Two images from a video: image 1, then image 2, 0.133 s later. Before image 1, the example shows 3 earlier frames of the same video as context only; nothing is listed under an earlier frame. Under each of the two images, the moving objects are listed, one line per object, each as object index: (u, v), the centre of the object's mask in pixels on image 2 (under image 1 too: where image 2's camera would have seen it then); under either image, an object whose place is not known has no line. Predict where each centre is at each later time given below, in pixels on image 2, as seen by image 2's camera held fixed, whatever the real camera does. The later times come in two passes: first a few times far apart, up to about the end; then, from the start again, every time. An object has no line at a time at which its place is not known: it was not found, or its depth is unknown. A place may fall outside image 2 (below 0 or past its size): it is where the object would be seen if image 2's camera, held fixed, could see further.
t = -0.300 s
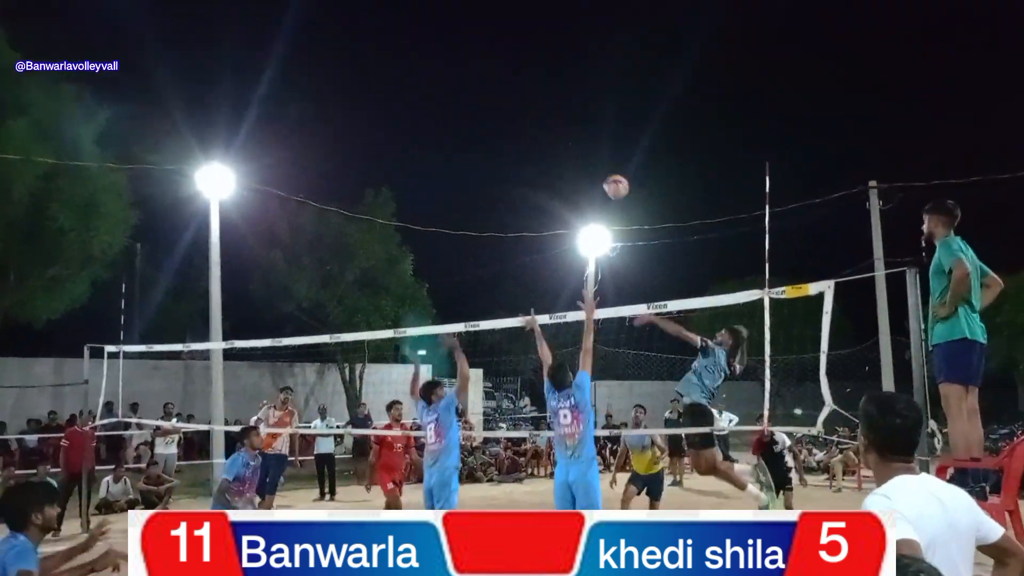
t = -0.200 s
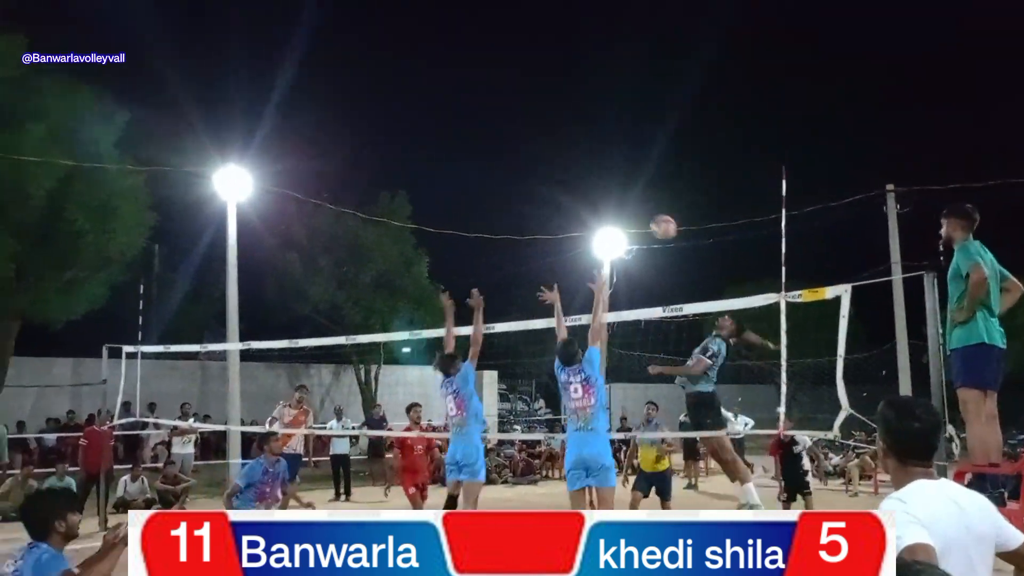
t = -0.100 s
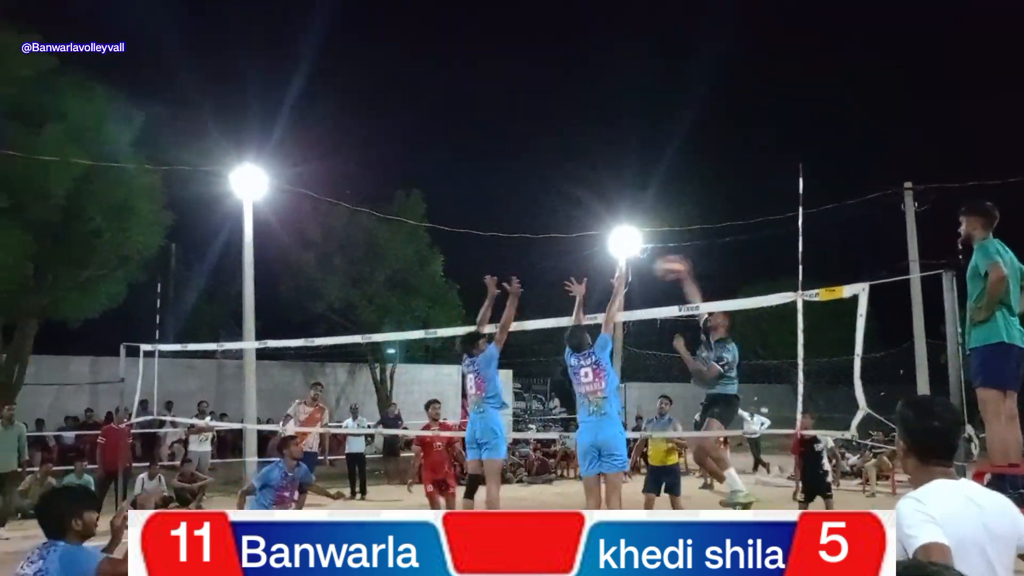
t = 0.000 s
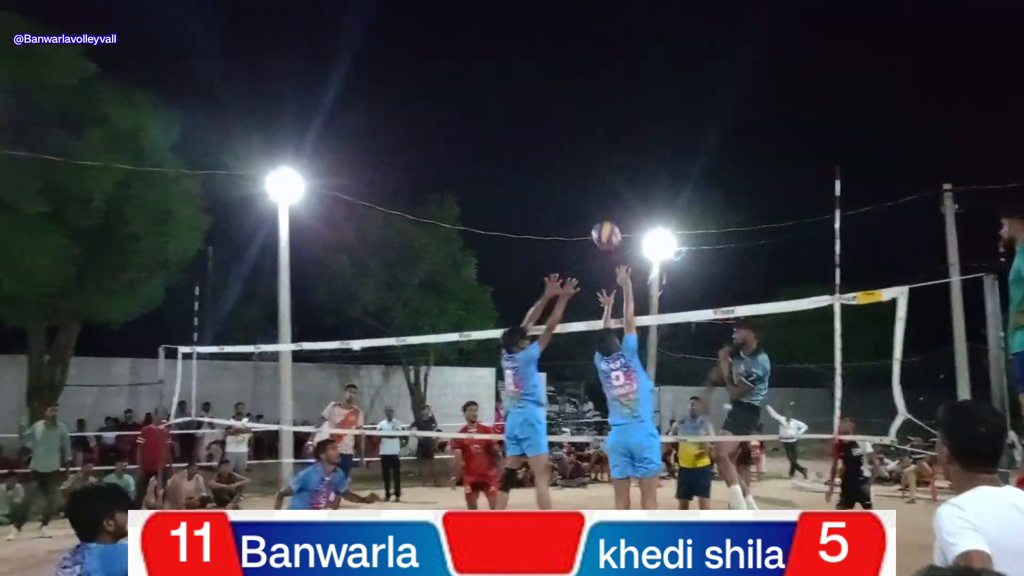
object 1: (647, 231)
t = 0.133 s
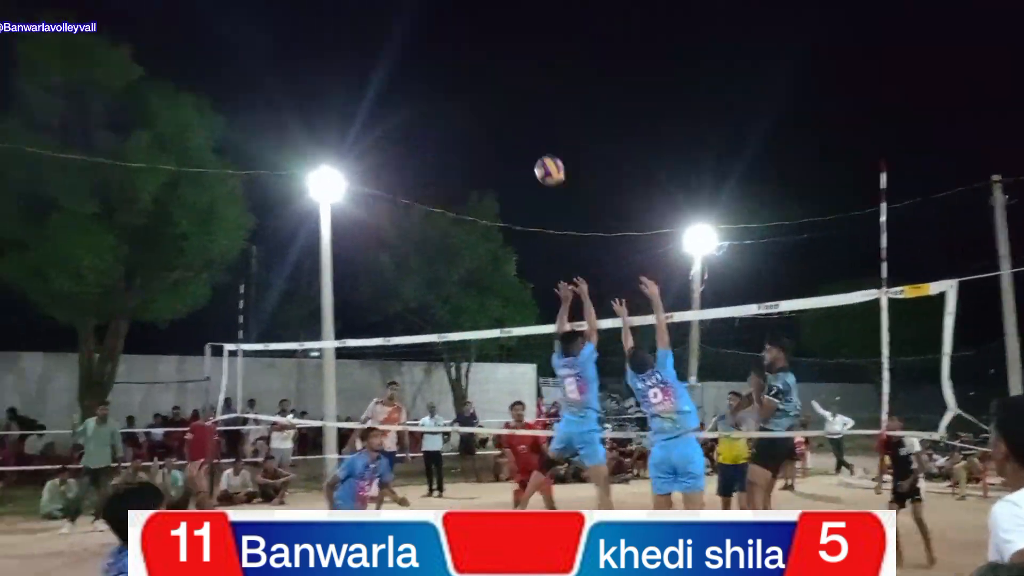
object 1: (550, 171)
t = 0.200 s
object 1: (500, 148)
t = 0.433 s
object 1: (307, 109)
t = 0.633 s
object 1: (116, 136)
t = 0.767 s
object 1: (-33, 192)
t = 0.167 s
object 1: (524, 158)
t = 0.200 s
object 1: (500, 148)
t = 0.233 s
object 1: (474, 138)
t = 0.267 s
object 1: (447, 130)
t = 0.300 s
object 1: (421, 122)
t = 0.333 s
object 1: (393, 117)
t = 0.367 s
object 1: (364, 113)
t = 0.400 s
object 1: (336, 111)
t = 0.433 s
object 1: (307, 109)
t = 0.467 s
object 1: (278, 109)
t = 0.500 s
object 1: (248, 110)
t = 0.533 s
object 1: (200, 114)
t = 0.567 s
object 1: (183, 116)
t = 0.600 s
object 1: (149, 124)
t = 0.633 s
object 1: (116, 136)
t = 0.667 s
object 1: (81, 145)
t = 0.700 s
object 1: (43, 160)
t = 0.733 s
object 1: (5, 174)
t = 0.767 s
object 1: (-33, 192)
